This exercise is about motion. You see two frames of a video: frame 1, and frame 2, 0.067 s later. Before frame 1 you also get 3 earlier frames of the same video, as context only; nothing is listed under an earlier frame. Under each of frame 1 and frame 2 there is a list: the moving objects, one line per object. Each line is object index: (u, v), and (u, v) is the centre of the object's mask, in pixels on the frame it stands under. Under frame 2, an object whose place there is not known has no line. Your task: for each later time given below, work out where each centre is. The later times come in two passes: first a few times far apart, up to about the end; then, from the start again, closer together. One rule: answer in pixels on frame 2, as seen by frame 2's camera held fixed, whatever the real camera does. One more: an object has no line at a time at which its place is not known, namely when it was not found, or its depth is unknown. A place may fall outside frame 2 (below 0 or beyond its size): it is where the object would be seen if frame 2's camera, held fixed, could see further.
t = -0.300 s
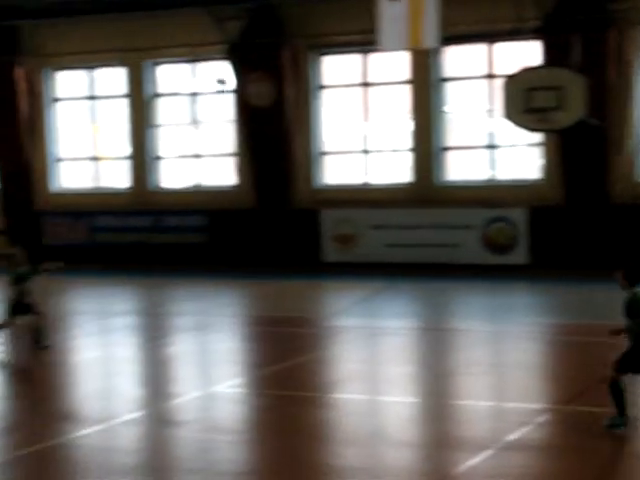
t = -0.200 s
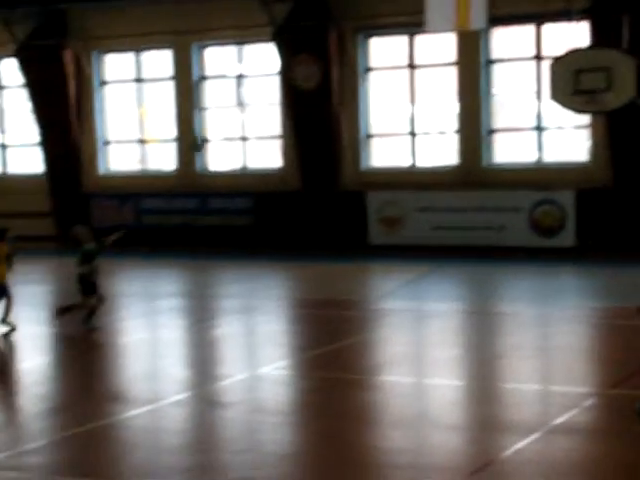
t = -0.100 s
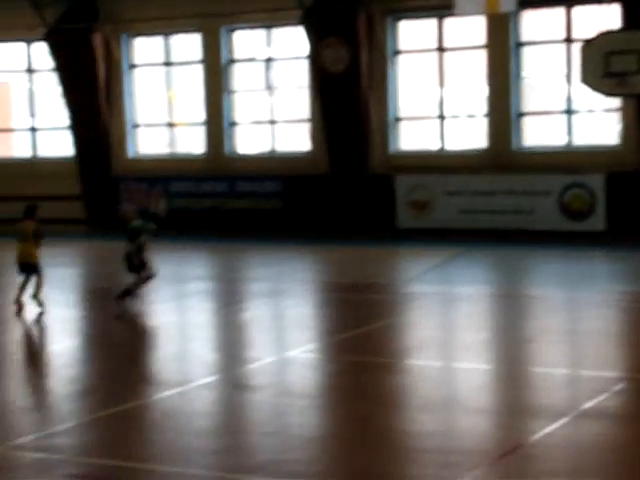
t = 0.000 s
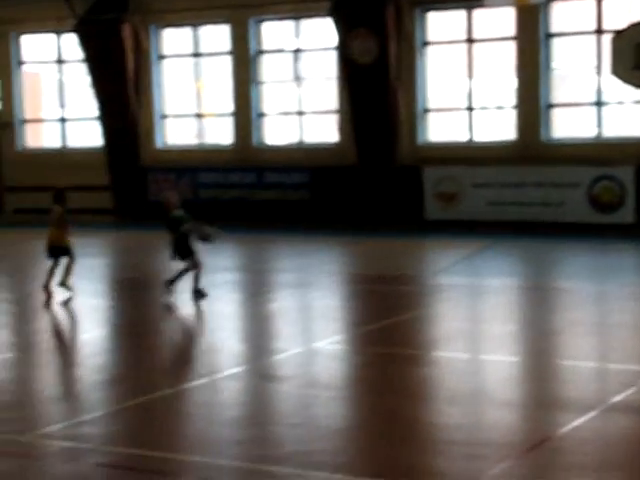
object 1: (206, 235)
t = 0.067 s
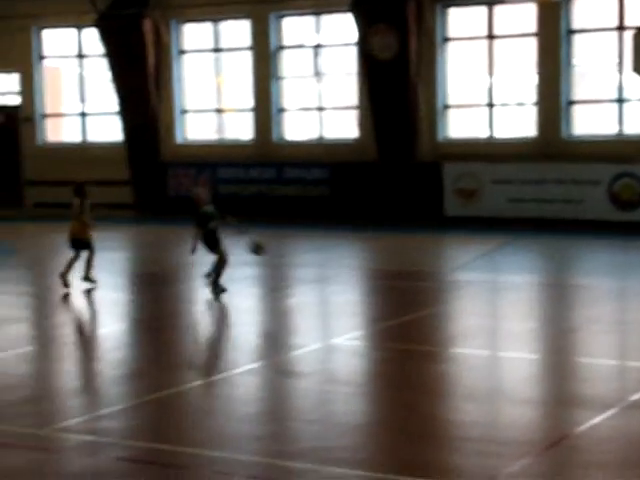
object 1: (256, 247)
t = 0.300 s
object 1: (361, 276)
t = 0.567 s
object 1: (472, 249)
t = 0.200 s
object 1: (322, 295)
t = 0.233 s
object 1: (336, 292)
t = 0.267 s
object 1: (349, 284)
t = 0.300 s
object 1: (361, 276)
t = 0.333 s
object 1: (374, 270)
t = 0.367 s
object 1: (388, 265)
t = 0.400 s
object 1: (402, 259)
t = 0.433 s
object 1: (415, 255)
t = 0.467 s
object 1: (429, 252)
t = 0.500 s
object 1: (444, 250)
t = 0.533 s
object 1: (457, 250)
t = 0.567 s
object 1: (472, 249)
